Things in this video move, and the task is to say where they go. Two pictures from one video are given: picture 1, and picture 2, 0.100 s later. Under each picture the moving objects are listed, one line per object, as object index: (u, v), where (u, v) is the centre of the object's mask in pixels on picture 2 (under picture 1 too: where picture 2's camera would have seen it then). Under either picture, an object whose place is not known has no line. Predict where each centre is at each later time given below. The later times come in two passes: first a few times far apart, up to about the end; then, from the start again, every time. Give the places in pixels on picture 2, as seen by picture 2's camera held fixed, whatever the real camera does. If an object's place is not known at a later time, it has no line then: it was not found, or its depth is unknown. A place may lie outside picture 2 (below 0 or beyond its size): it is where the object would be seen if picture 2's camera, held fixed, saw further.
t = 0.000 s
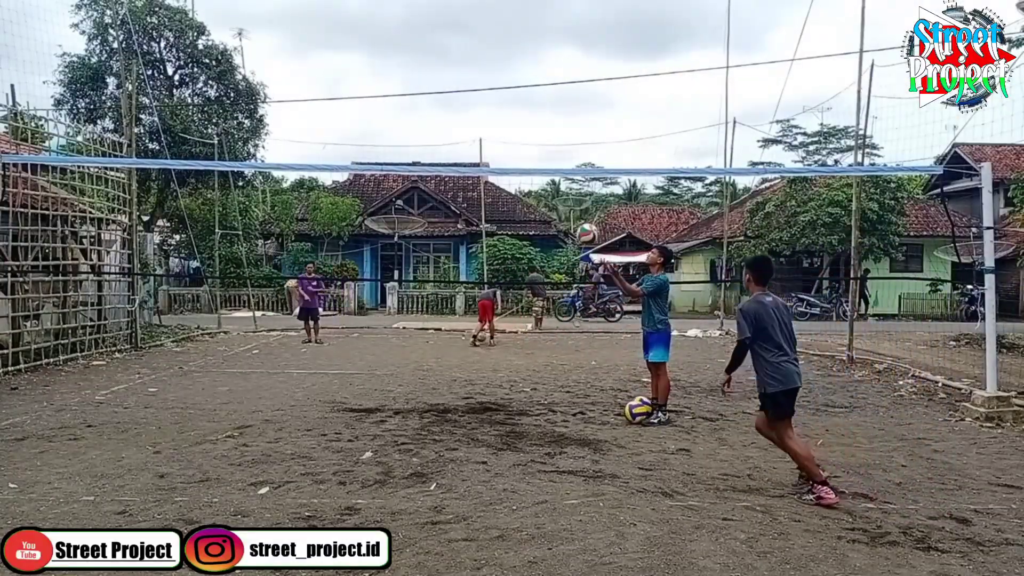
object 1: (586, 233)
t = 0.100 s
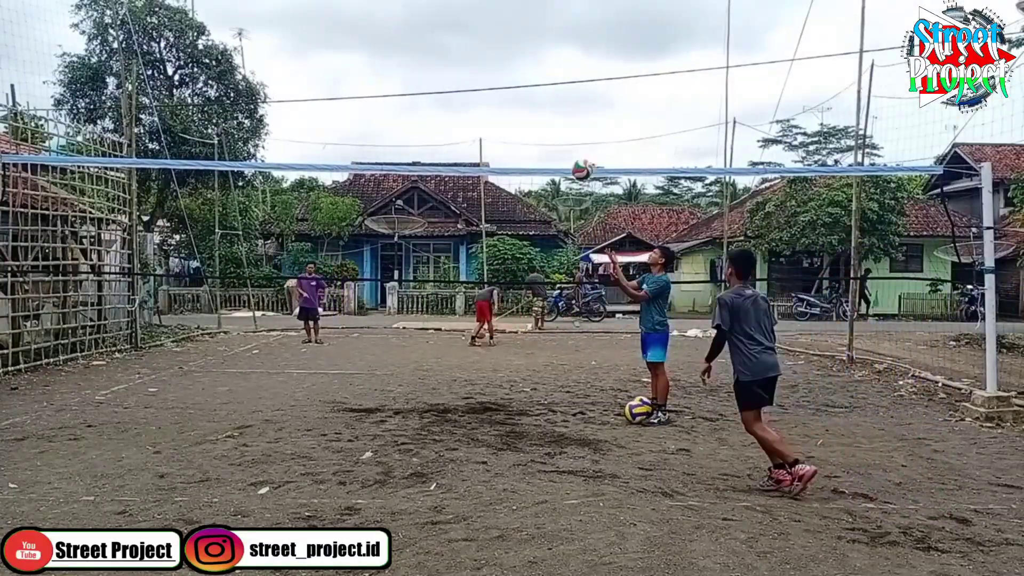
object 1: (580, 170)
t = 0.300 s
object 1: (570, 70)
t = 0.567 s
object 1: (555, 5)
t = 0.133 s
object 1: (578, 150)
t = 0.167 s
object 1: (577, 132)
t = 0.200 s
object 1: (575, 114)
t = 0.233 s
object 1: (573, 98)
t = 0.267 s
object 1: (572, 83)
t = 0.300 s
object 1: (570, 70)
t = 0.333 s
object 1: (568, 57)
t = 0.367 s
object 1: (567, 45)
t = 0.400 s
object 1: (565, 35)
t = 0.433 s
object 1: (563, 26)
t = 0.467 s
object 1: (561, 17)
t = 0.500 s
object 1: (559, 10)
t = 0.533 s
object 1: (557, 7)
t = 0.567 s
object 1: (555, 5)
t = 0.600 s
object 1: (553, 3)
